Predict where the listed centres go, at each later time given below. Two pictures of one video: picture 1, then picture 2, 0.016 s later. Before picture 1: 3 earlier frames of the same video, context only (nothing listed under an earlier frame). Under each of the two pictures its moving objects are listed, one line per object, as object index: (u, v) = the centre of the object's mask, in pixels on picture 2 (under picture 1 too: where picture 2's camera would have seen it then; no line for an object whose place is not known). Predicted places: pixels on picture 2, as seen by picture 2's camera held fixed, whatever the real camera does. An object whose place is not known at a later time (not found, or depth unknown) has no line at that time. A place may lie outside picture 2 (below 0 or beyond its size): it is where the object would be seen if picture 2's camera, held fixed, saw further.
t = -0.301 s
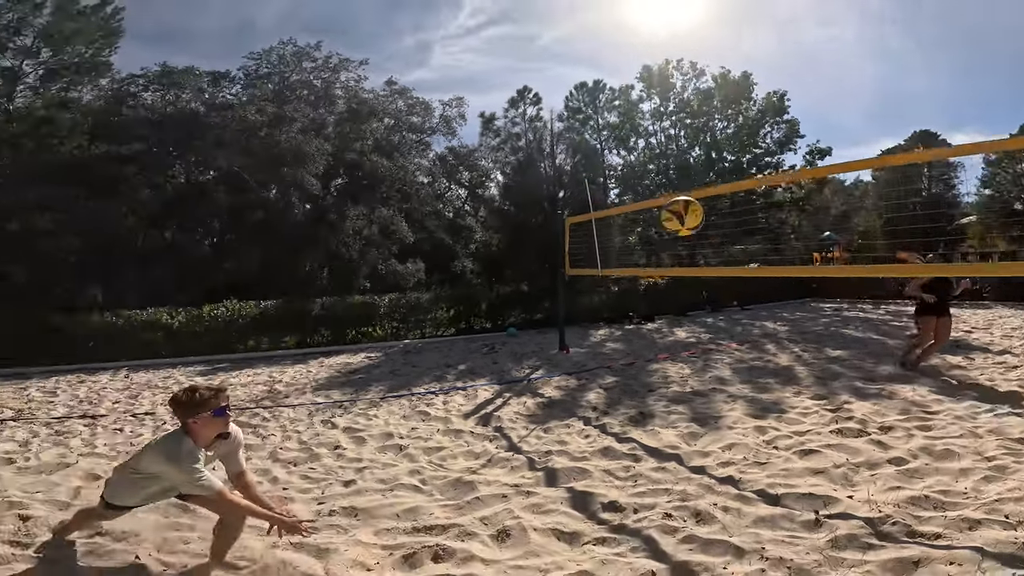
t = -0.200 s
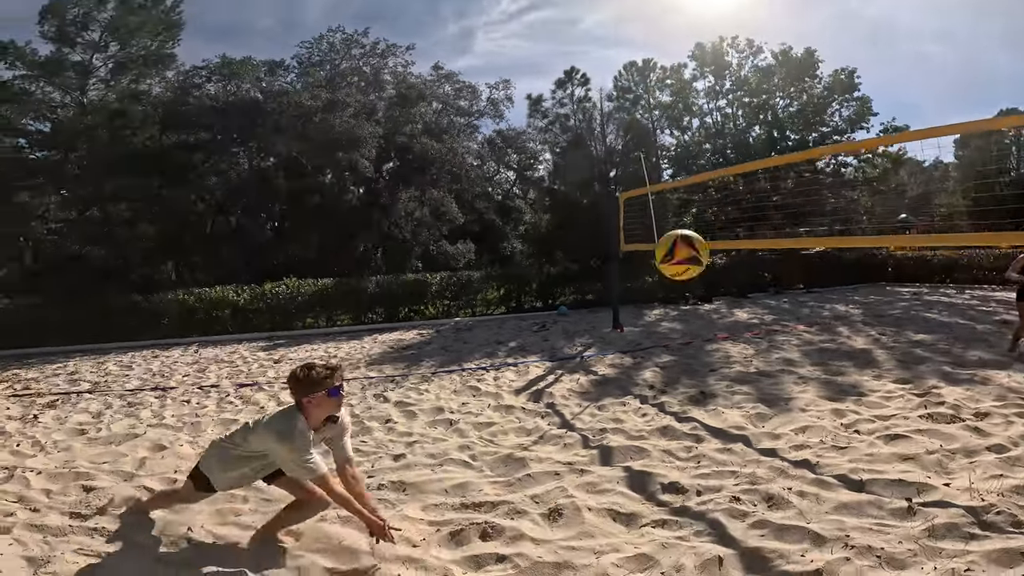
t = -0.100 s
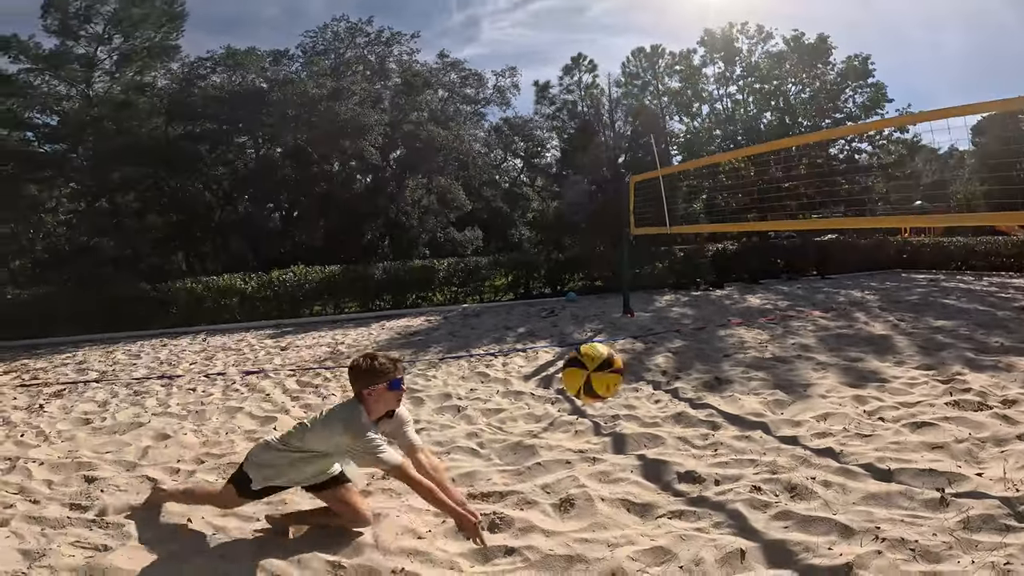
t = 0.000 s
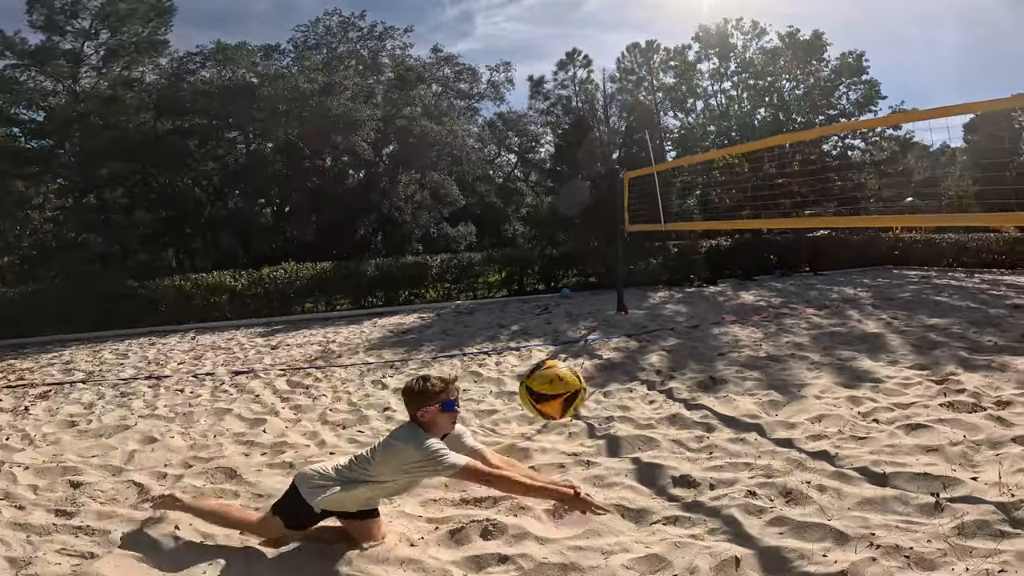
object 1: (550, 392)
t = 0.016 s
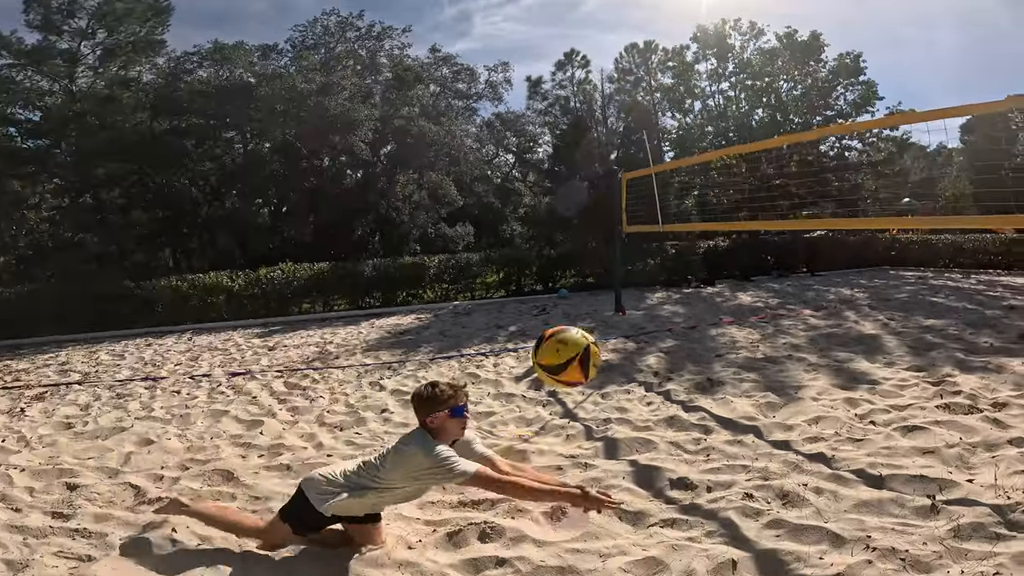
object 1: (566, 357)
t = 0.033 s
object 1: (581, 321)
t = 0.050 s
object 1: (597, 287)
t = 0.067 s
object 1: (612, 255)
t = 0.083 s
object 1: (625, 223)
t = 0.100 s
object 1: (638, 194)
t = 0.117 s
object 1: (649, 166)
